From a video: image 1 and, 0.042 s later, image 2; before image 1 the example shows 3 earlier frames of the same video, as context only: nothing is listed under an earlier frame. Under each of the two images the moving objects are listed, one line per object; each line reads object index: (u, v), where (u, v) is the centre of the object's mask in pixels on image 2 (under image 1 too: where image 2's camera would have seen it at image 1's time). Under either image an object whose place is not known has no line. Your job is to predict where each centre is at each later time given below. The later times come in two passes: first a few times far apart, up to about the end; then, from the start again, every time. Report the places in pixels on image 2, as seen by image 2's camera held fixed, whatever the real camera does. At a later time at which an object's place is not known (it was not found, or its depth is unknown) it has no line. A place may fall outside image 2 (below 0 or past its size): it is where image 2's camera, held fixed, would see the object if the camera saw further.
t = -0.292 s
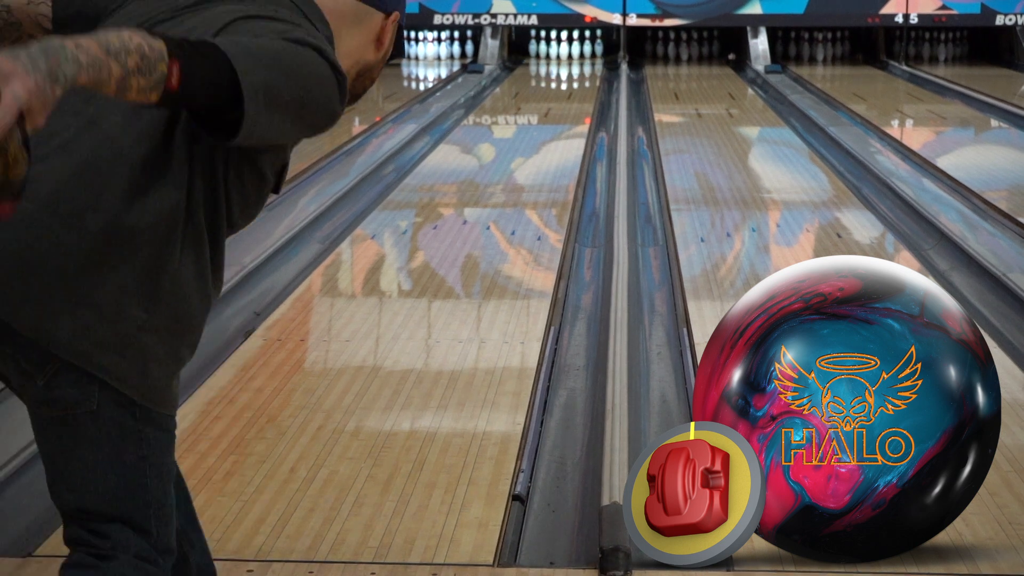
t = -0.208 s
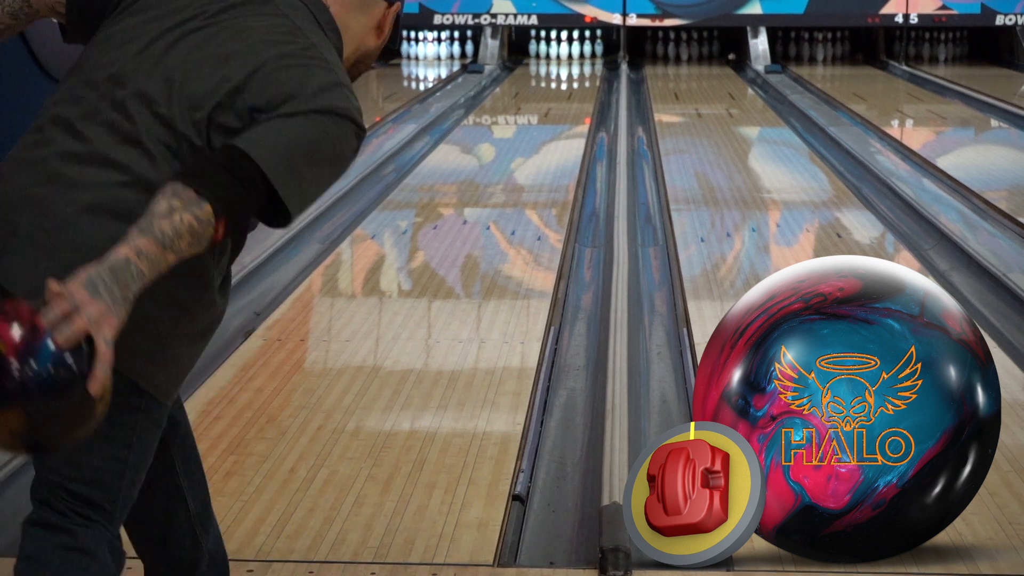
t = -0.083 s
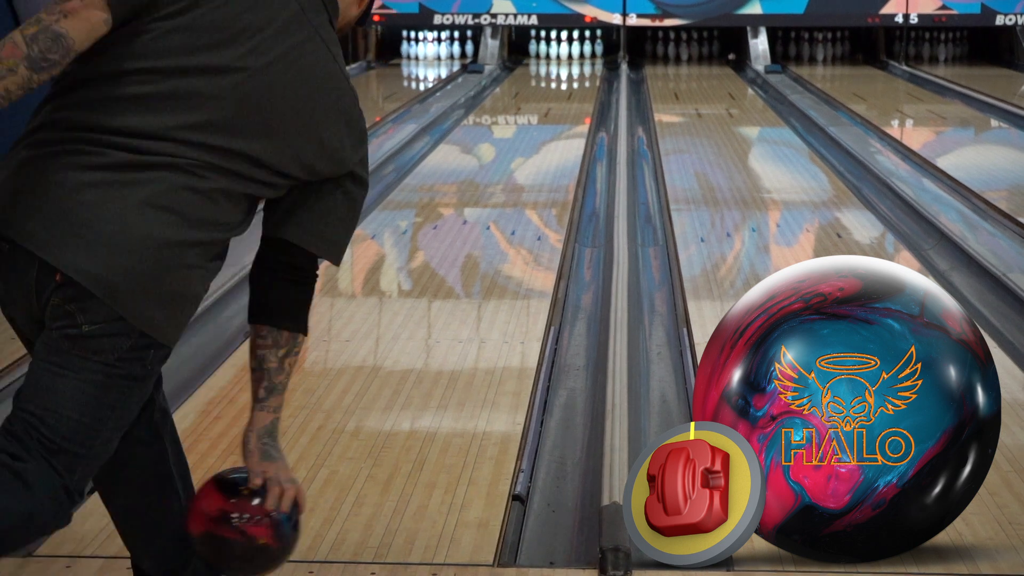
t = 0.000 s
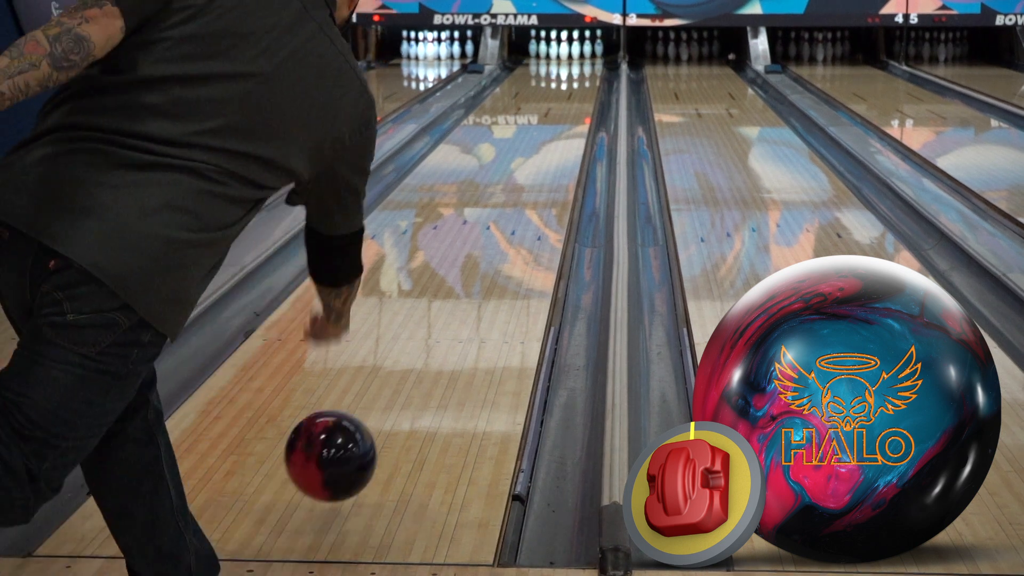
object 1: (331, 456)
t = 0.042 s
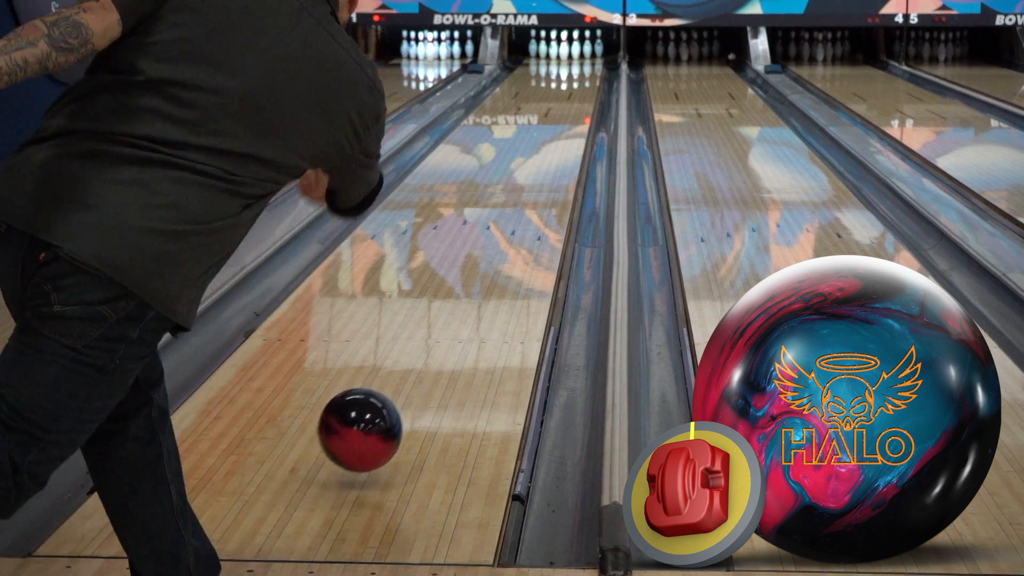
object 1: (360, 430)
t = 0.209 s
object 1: (439, 324)
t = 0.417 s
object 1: (494, 238)
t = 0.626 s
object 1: (528, 184)
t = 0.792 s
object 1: (546, 154)
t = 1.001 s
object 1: (562, 127)
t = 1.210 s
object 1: (573, 106)
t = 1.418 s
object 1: (580, 90)
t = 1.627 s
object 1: (583, 79)
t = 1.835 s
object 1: (584, 69)
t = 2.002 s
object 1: (580, 63)
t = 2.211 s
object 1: (575, 57)
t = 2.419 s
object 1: (570, 51)
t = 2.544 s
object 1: (571, 50)
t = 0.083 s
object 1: (385, 409)
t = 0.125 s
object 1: (405, 375)
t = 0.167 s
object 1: (424, 348)
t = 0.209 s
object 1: (439, 324)
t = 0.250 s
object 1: (453, 303)
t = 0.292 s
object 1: (465, 284)
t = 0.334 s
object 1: (476, 267)
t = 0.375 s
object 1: (486, 251)
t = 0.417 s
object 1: (494, 238)
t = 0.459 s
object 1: (502, 225)
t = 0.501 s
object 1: (510, 213)
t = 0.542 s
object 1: (516, 203)
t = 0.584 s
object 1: (522, 193)
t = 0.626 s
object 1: (528, 184)
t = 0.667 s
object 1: (533, 176)
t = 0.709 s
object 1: (537, 168)
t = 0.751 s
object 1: (542, 161)
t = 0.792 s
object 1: (546, 154)
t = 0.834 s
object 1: (549, 148)
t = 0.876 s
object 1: (553, 142)
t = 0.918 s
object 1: (556, 137)
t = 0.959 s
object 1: (559, 132)
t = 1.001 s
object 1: (562, 127)
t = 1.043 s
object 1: (564, 122)
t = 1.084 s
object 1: (566, 118)
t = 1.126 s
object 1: (569, 114)
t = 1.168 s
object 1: (571, 110)
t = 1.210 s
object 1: (573, 106)
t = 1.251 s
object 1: (574, 103)
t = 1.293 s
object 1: (576, 100)
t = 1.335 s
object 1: (577, 97)
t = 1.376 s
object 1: (579, 94)
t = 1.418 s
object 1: (580, 90)
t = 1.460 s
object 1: (581, 89)
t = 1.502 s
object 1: (582, 86)
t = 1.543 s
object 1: (582, 84)
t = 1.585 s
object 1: (583, 81)
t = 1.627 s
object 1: (583, 79)
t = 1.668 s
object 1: (583, 77)
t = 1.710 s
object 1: (584, 75)
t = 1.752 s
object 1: (584, 73)
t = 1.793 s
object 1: (583, 71)
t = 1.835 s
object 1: (584, 69)
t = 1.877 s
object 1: (583, 68)
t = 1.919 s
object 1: (583, 66)
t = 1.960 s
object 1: (582, 65)
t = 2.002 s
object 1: (580, 63)
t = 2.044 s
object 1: (580, 62)
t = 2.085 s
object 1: (578, 60)
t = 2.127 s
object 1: (577, 59)
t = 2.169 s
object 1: (576, 58)
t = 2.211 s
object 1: (575, 57)
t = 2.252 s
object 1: (573, 55)
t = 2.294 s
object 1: (571, 55)
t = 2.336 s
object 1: (570, 53)
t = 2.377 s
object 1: (571, 52)
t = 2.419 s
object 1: (570, 51)
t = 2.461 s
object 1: (569, 51)
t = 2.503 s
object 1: (571, 51)
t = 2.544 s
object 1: (571, 50)
